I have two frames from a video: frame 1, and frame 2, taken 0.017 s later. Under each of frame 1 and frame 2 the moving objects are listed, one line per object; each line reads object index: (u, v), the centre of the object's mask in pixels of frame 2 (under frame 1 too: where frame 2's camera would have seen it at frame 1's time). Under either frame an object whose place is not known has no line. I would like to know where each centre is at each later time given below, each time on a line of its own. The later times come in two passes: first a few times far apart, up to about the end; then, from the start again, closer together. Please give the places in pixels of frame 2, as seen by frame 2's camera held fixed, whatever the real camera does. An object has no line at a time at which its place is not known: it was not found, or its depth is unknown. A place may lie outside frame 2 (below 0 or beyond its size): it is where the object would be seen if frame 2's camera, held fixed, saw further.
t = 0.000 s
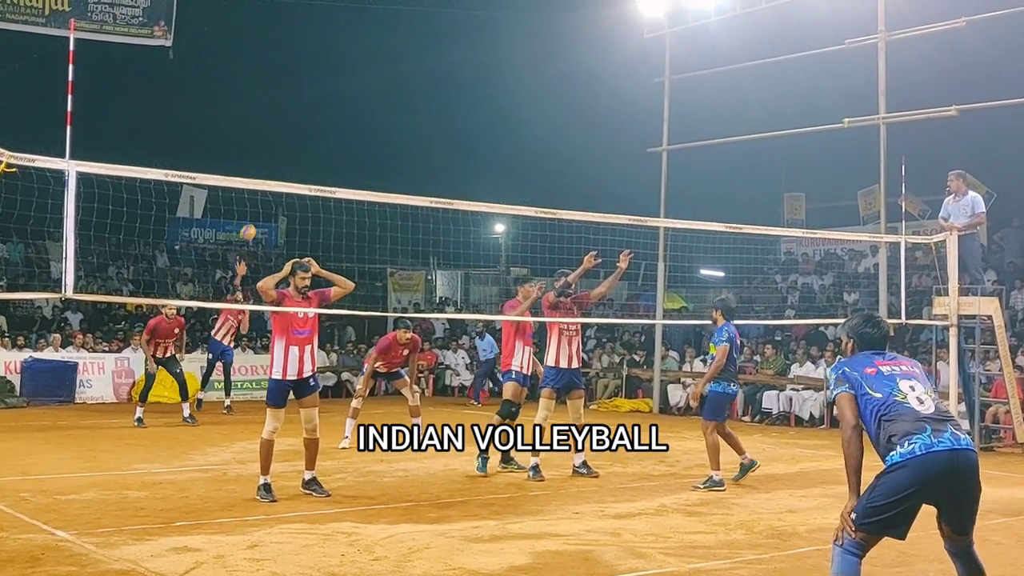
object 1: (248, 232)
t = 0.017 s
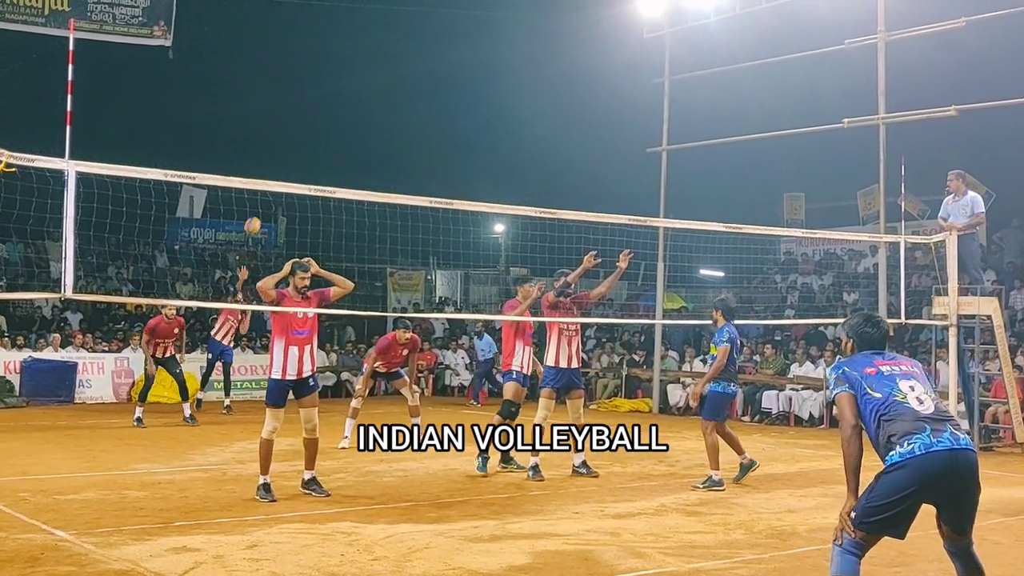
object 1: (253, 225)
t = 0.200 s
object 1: (310, 150)
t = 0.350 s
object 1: (365, 98)
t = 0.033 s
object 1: (258, 218)
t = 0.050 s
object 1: (263, 211)
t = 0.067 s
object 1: (268, 204)
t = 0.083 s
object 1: (273, 198)
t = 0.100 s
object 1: (277, 195)
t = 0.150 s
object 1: (294, 170)
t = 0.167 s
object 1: (300, 163)
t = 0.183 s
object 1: (305, 157)
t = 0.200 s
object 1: (310, 150)
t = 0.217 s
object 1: (316, 144)
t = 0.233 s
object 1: (322, 138)
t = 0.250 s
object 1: (328, 132)
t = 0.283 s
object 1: (340, 120)
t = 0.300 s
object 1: (346, 115)
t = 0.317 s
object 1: (352, 109)
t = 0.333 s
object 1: (359, 103)
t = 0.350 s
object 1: (365, 98)
